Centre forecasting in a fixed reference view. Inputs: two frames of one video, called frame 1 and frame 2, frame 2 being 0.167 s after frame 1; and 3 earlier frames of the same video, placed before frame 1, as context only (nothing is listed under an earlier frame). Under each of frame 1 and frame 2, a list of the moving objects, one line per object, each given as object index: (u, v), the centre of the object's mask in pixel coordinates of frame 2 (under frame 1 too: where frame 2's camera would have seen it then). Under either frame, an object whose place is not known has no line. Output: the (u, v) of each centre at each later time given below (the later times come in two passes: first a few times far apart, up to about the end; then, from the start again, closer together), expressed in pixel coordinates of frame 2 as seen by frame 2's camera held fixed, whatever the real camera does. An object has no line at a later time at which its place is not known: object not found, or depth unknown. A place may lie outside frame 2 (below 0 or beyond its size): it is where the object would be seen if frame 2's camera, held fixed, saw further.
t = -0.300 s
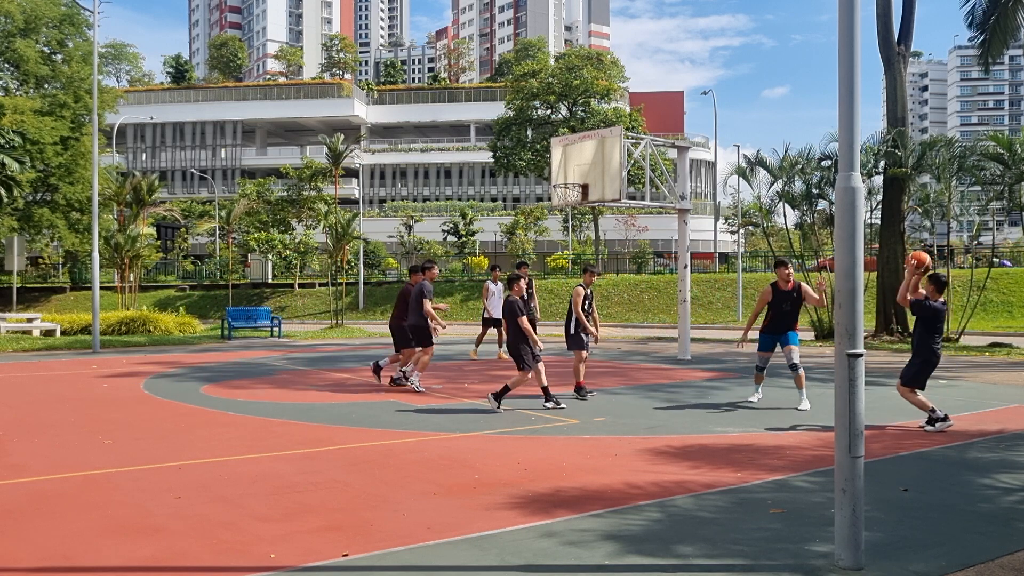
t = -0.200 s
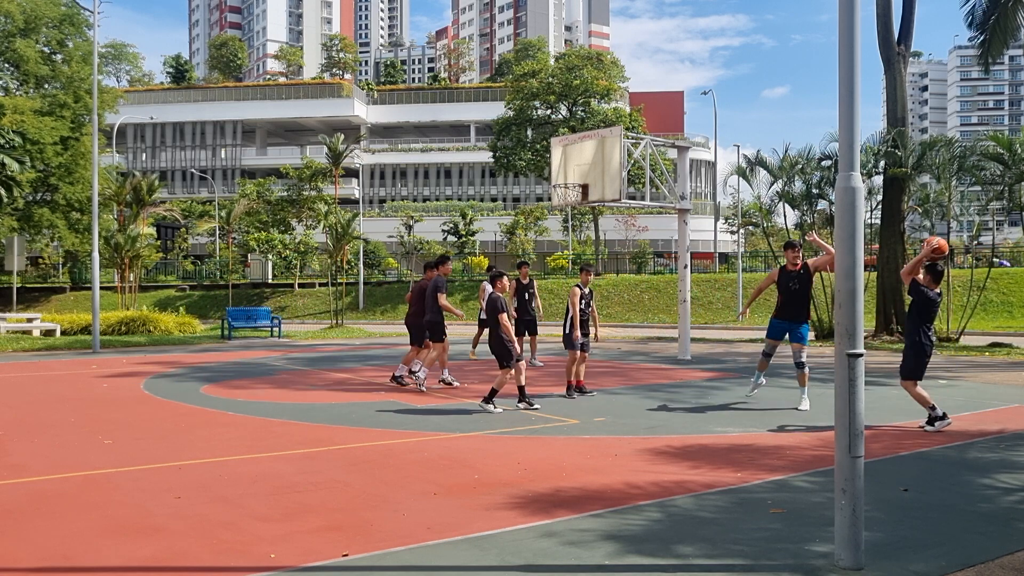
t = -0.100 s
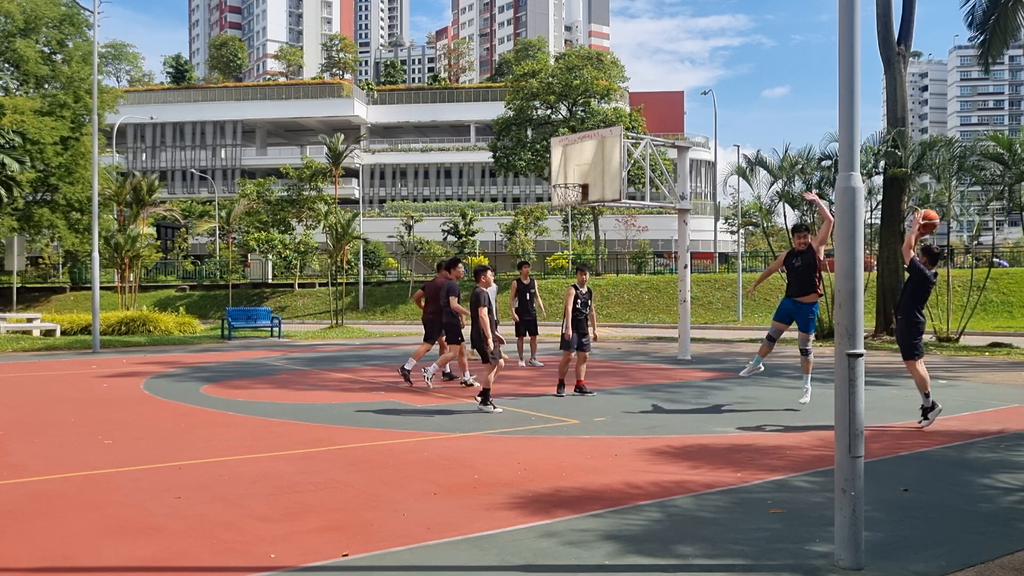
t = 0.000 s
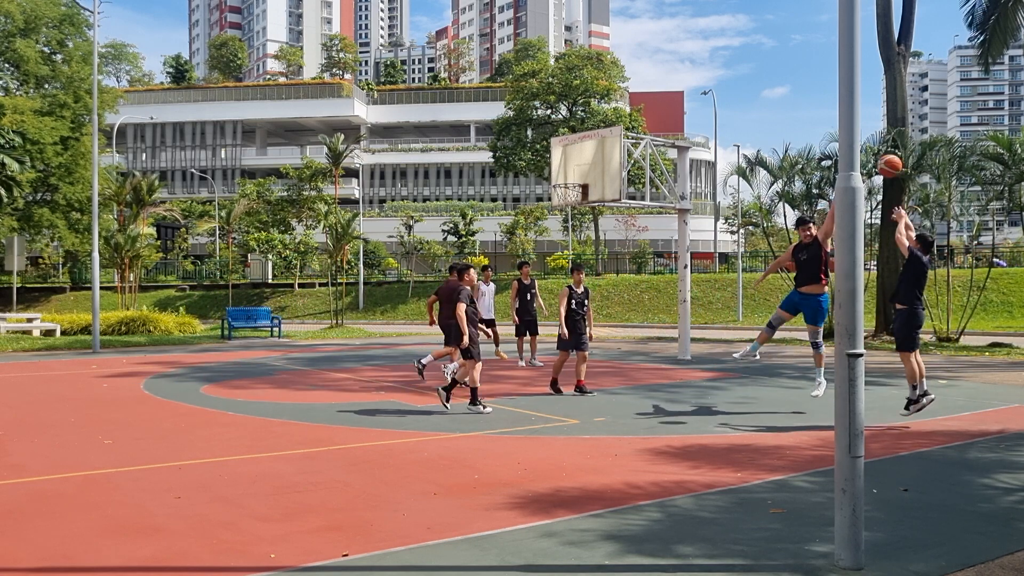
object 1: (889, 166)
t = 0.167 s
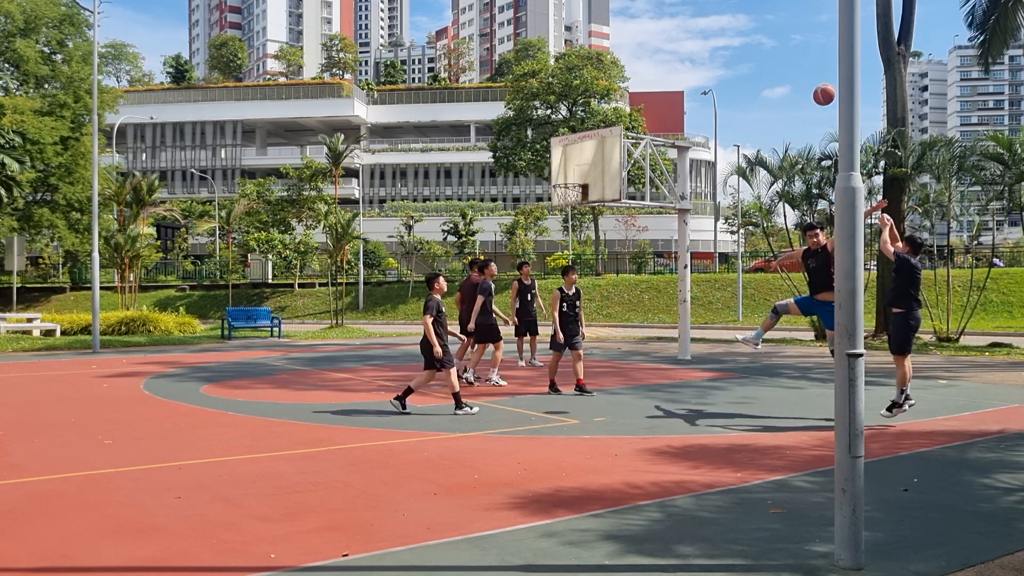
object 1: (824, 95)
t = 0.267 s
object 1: (790, 67)
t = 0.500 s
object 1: (720, 41)
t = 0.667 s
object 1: (678, 48)
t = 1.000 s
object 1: (610, 110)
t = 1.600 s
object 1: (528, 193)
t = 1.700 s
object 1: (518, 210)
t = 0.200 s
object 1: (812, 84)
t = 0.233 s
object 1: (801, 75)
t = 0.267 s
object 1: (790, 67)
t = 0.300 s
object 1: (779, 60)
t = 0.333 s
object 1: (769, 55)
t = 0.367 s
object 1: (758, 50)
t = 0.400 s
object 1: (748, 46)
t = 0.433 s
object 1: (739, 43)
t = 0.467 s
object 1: (730, 41)
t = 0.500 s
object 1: (720, 41)
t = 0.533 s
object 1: (712, 40)
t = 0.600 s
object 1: (695, 42)
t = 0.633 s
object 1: (686, 44)
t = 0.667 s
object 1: (678, 48)
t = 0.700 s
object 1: (671, 51)
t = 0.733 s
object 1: (663, 55)
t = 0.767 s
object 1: (656, 60)
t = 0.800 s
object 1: (649, 65)
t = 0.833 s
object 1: (642, 71)
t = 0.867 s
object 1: (635, 77)
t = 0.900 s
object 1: (629, 85)
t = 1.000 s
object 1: (610, 110)
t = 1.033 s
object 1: (604, 119)
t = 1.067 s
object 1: (598, 128)
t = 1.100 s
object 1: (592, 139)
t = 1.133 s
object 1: (586, 150)
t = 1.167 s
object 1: (580, 161)
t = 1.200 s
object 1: (575, 172)
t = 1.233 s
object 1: (571, 177)
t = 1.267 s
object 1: (566, 175)
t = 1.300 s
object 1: (562, 174)
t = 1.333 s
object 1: (558, 174)
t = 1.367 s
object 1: (554, 174)
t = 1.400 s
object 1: (549, 175)
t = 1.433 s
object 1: (546, 177)
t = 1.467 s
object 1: (543, 179)
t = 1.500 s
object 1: (539, 181)
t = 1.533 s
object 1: (535, 185)
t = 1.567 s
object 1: (531, 189)
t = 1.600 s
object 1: (528, 193)
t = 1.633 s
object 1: (525, 198)
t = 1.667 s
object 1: (521, 203)
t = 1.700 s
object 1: (518, 210)
